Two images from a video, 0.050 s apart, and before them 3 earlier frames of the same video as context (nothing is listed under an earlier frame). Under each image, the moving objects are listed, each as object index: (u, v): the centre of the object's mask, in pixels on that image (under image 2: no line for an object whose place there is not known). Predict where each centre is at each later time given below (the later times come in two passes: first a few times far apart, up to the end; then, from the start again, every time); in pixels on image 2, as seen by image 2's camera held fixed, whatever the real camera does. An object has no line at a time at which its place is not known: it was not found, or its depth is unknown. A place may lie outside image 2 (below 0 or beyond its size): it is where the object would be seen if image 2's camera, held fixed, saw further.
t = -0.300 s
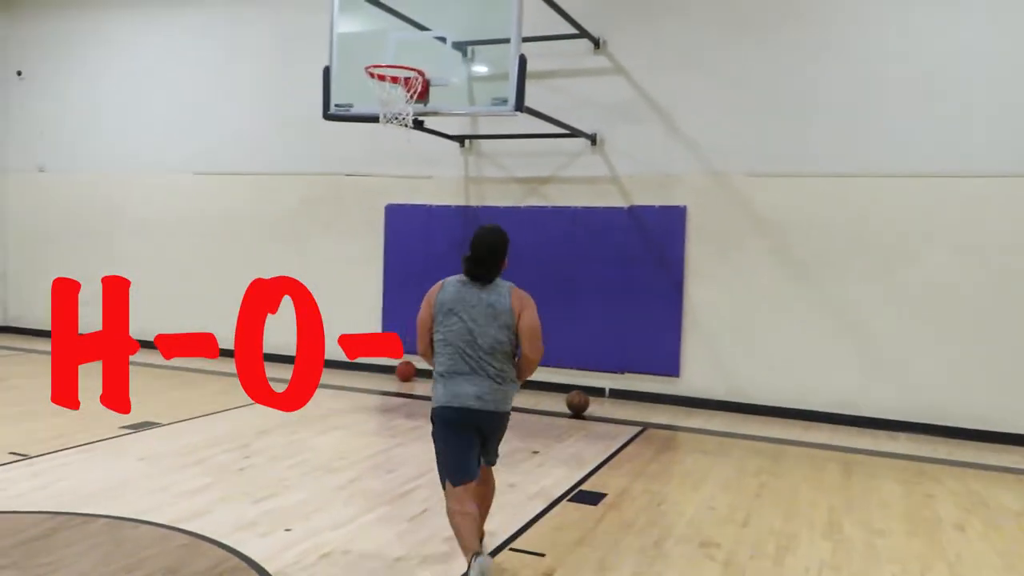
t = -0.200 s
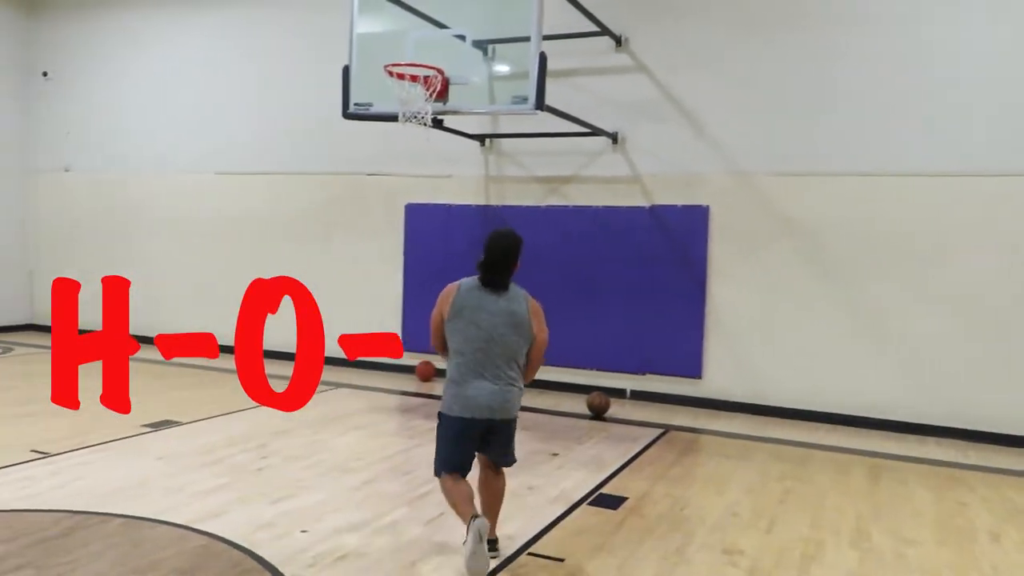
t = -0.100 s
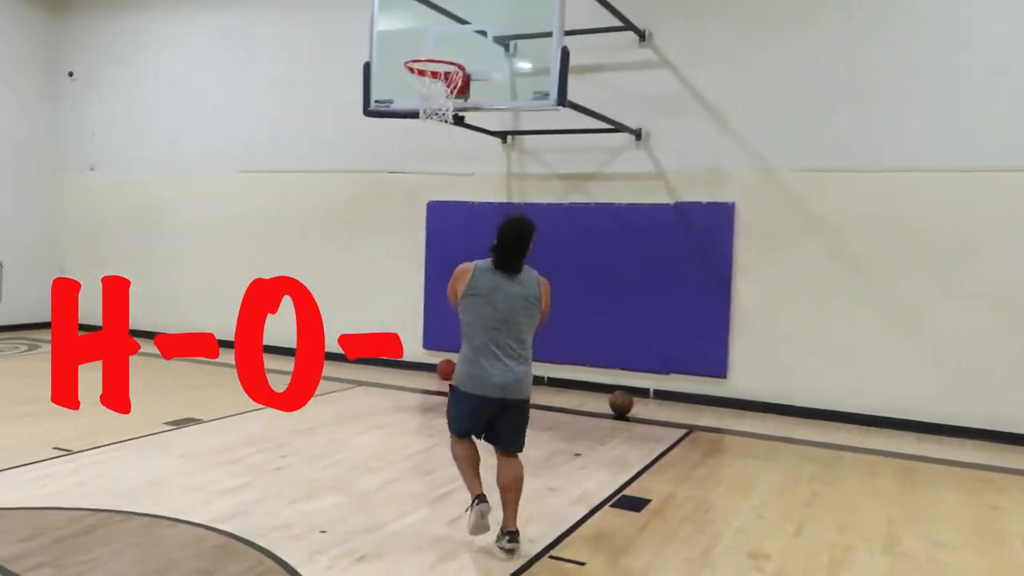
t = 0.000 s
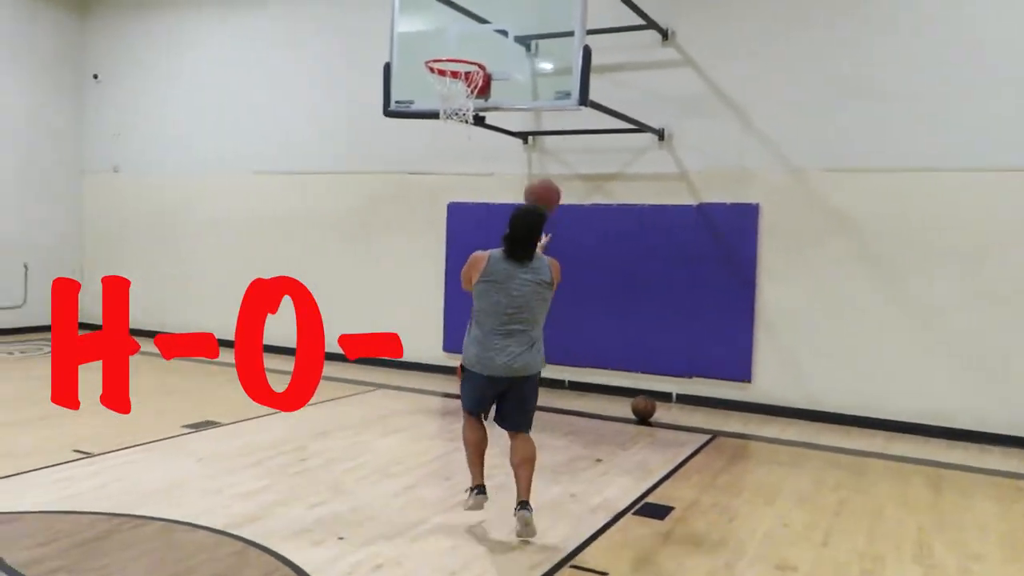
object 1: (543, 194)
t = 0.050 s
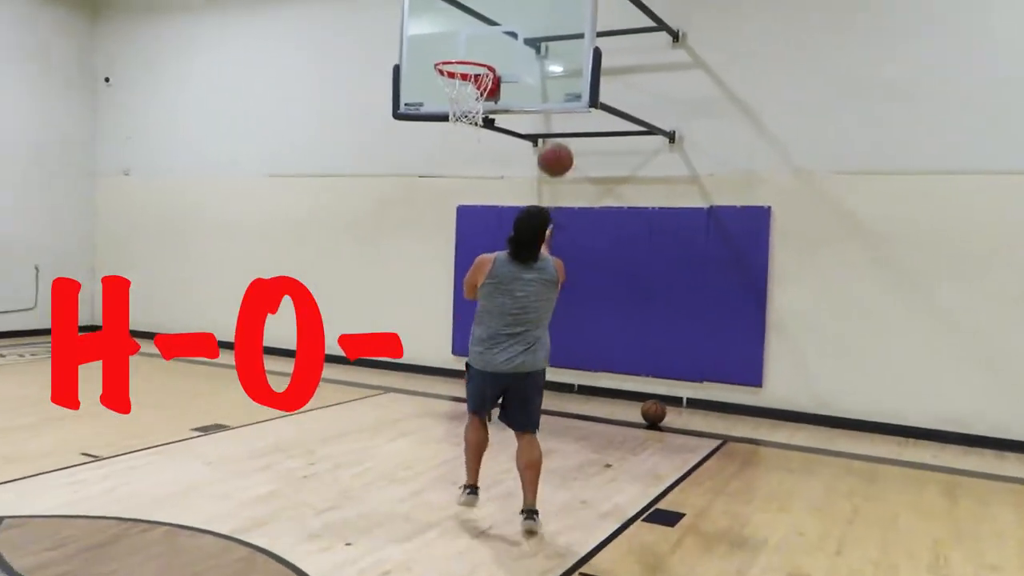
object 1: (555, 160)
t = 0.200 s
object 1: (562, 77)
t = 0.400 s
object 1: (537, 17)
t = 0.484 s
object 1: (513, 3)
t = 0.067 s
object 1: (556, 148)
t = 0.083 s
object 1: (557, 137)
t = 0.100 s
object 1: (558, 127)
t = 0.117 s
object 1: (559, 117)
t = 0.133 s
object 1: (560, 108)
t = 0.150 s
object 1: (560, 99)
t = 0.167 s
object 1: (561, 92)
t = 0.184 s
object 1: (562, 84)
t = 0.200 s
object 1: (562, 77)
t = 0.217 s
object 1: (563, 71)
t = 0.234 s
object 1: (564, 65)
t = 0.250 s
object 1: (565, 59)
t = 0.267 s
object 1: (565, 54)
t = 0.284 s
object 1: (565, 50)
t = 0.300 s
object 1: (564, 46)
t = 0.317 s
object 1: (560, 40)
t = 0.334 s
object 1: (556, 35)
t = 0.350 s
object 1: (551, 29)
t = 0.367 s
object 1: (547, 25)
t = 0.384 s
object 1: (542, 21)
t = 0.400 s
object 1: (537, 17)
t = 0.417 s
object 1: (533, 13)
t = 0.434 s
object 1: (528, 10)
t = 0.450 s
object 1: (523, 7)
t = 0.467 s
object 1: (518, 4)
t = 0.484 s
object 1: (513, 3)
